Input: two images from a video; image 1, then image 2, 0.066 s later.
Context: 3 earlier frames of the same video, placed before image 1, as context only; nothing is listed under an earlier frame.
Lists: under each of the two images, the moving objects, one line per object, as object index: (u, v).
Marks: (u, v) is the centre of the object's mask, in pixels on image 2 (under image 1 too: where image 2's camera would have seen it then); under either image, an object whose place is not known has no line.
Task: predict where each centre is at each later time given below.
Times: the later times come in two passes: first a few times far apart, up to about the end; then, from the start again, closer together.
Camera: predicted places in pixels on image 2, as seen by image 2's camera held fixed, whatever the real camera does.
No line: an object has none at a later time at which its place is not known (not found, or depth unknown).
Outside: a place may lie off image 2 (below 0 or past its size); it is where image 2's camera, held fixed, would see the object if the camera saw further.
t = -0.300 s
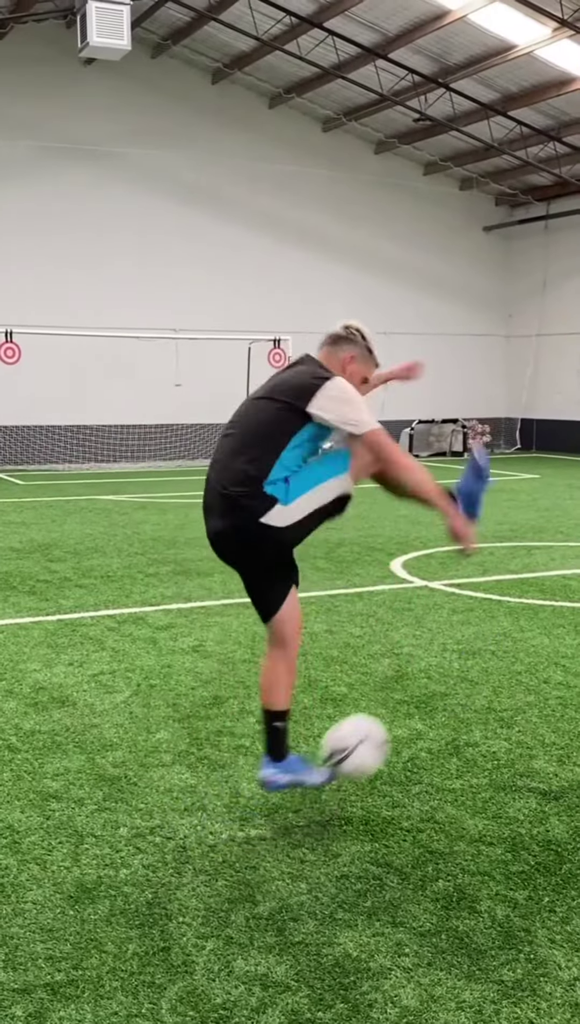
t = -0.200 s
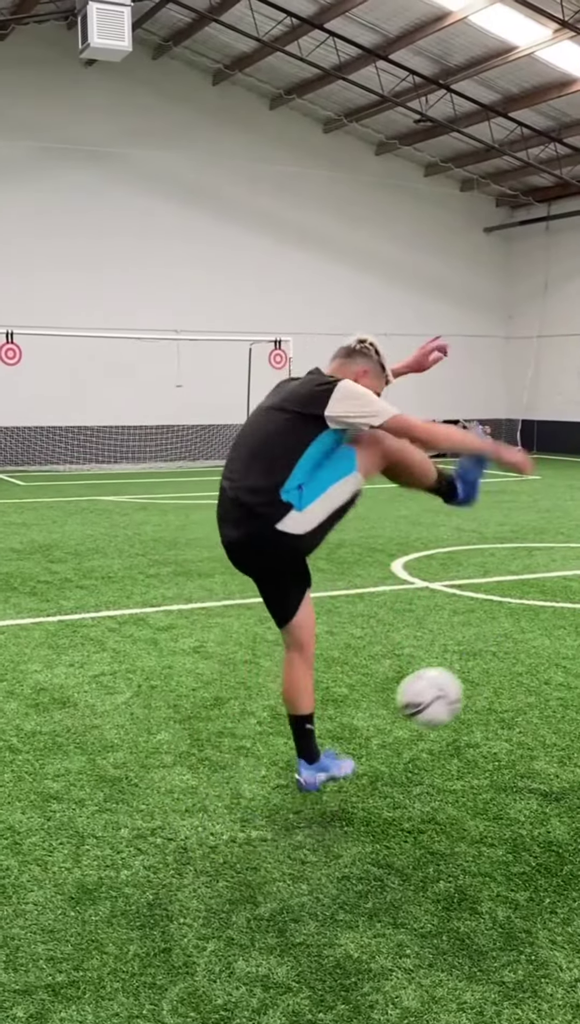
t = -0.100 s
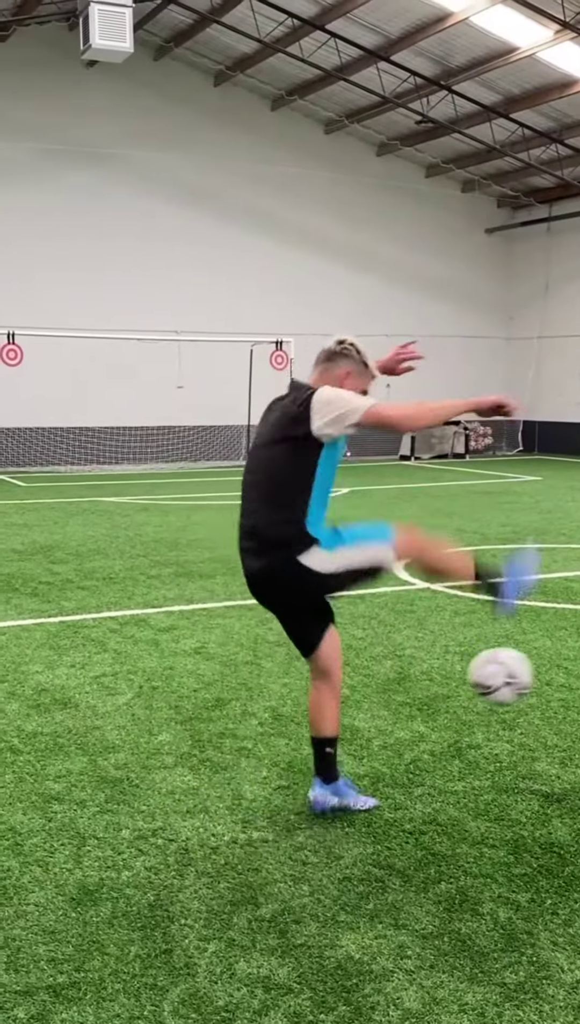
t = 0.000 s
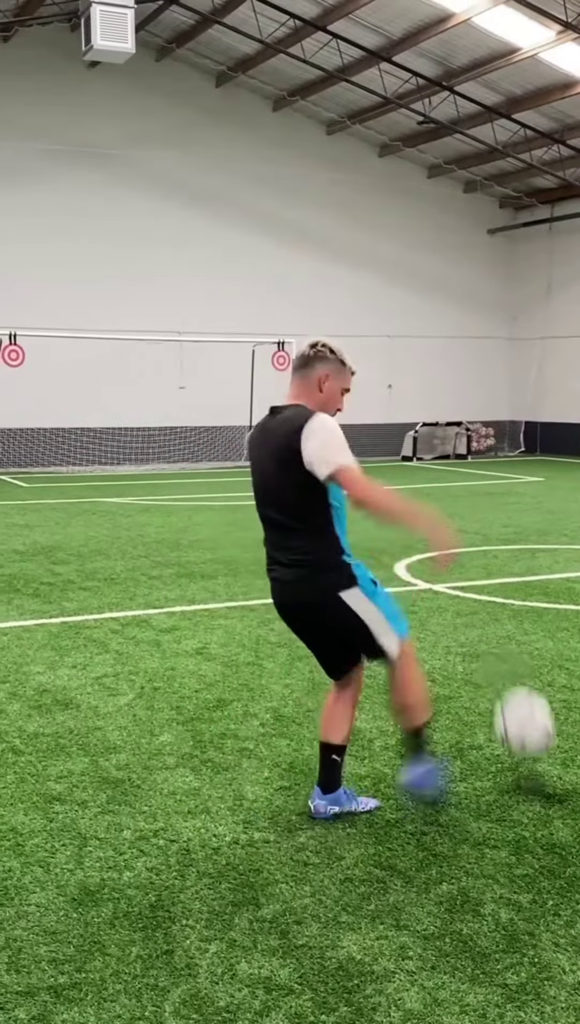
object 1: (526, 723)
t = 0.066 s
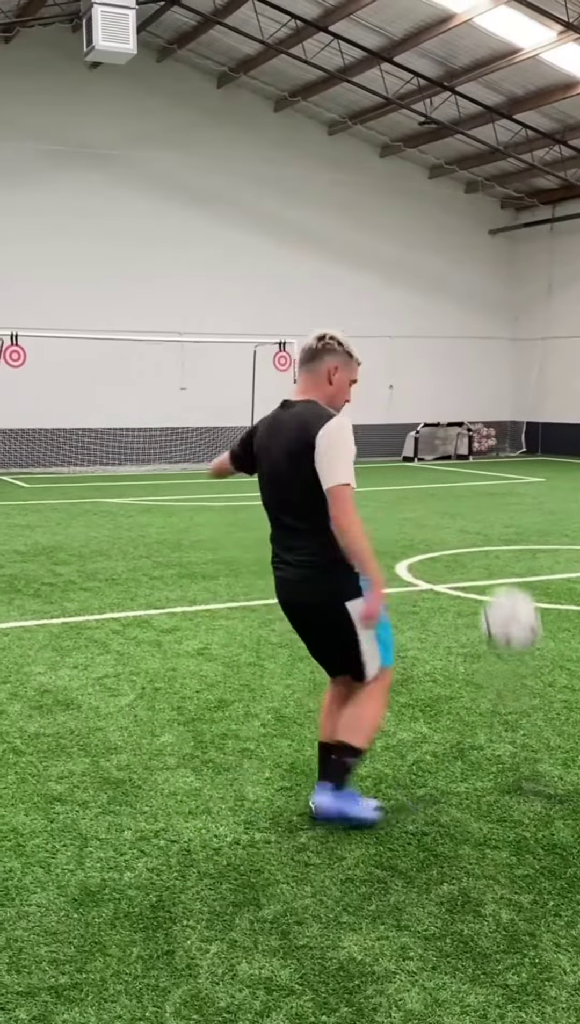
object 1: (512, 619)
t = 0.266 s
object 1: (462, 358)
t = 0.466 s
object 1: (405, 185)
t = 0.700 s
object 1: (332, 132)
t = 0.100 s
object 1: (504, 570)
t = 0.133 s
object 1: (496, 522)
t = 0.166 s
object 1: (488, 479)
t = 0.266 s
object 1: (462, 358)
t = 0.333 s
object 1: (443, 289)
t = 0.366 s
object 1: (434, 258)
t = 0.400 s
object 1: (425, 230)
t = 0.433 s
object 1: (415, 206)
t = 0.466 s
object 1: (405, 185)
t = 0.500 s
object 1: (395, 168)
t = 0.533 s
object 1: (385, 153)
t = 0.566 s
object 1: (374, 142)
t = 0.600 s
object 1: (364, 134)
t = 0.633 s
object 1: (354, 130)
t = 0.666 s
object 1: (343, 129)
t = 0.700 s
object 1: (332, 132)
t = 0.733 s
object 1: (321, 138)
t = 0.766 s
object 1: (310, 148)
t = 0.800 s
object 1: (299, 162)
